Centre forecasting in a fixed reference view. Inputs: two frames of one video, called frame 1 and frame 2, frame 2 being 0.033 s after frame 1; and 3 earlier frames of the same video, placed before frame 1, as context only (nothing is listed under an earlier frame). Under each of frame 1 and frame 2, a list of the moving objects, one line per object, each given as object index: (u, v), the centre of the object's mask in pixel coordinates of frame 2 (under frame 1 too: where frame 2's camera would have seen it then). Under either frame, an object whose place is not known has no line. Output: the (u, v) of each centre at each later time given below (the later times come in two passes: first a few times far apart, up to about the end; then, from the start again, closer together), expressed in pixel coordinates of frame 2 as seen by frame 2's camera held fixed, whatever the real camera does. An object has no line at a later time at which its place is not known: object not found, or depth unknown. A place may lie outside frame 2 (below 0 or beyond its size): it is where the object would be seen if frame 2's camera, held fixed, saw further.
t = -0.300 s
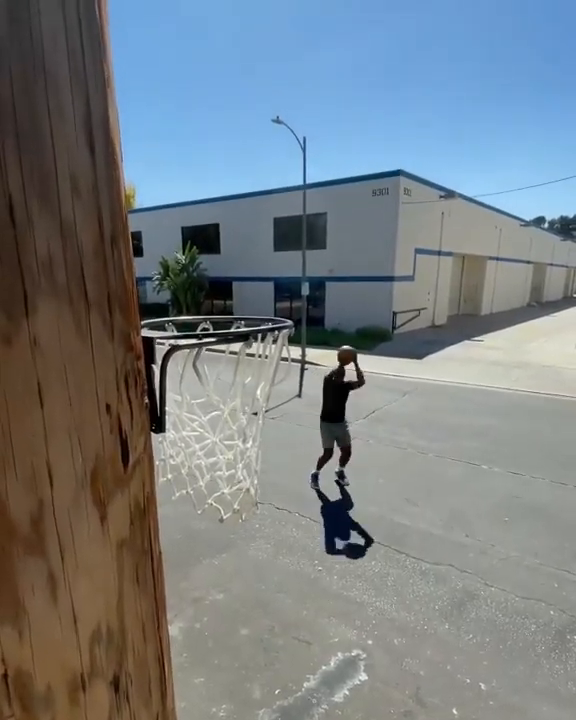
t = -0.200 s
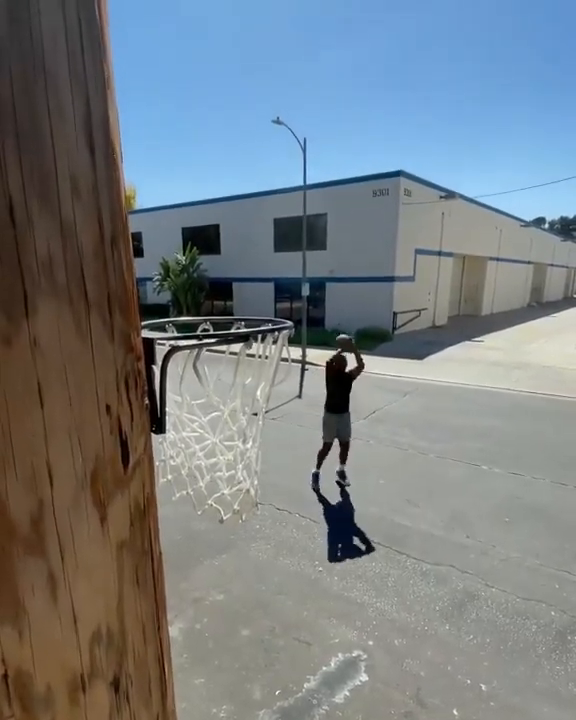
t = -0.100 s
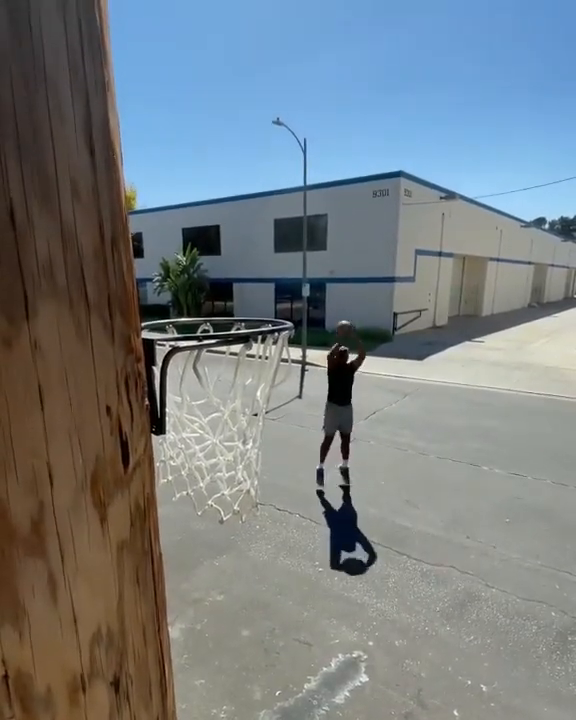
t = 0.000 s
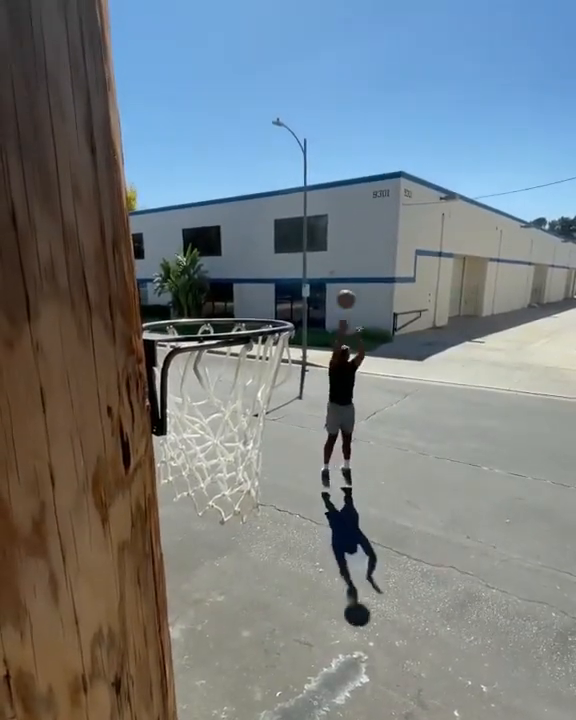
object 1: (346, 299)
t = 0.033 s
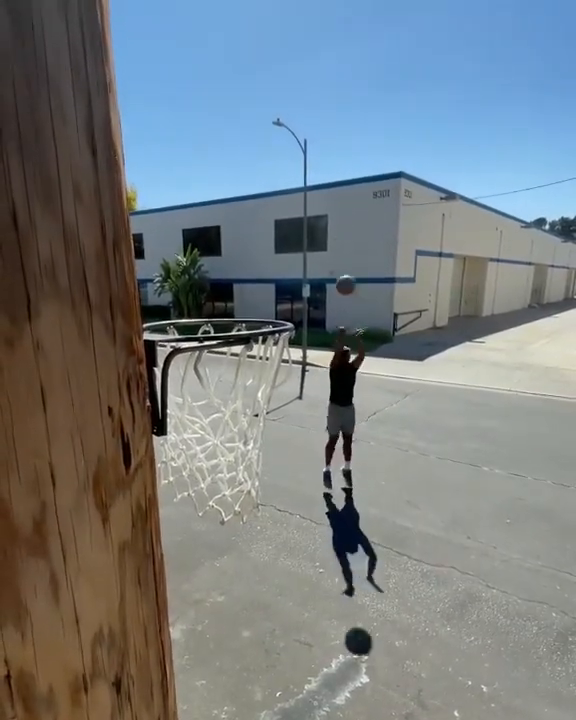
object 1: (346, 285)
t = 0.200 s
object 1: (344, 211)
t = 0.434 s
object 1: (338, 110)
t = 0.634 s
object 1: (329, 36)
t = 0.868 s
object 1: (305, 22)
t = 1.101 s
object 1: (209, 302)
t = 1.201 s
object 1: (214, 361)
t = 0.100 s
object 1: (345, 256)
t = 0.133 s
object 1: (345, 241)
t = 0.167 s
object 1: (344, 227)
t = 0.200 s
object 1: (344, 211)
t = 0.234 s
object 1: (343, 197)
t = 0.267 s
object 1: (343, 182)
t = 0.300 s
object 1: (342, 167)
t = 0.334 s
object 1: (341, 152)
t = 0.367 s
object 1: (340, 138)
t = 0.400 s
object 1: (339, 124)
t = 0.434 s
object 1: (338, 110)
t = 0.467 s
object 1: (337, 96)
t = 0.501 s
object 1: (336, 83)
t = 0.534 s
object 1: (334, 70)
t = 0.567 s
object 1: (333, 58)
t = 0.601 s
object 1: (331, 46)
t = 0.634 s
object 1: (329, 36)
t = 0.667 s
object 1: (328, 26)
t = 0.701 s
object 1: (325, 20)
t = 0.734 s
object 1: (322, 17)
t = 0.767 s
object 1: (319, 16)
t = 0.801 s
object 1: (315, 16)
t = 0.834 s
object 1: (310, 18)
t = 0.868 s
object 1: (305, 22)
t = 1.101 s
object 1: (209, 302)
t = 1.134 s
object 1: (209, 331)
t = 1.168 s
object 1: (217, 346)
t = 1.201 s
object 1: (214, 361)
